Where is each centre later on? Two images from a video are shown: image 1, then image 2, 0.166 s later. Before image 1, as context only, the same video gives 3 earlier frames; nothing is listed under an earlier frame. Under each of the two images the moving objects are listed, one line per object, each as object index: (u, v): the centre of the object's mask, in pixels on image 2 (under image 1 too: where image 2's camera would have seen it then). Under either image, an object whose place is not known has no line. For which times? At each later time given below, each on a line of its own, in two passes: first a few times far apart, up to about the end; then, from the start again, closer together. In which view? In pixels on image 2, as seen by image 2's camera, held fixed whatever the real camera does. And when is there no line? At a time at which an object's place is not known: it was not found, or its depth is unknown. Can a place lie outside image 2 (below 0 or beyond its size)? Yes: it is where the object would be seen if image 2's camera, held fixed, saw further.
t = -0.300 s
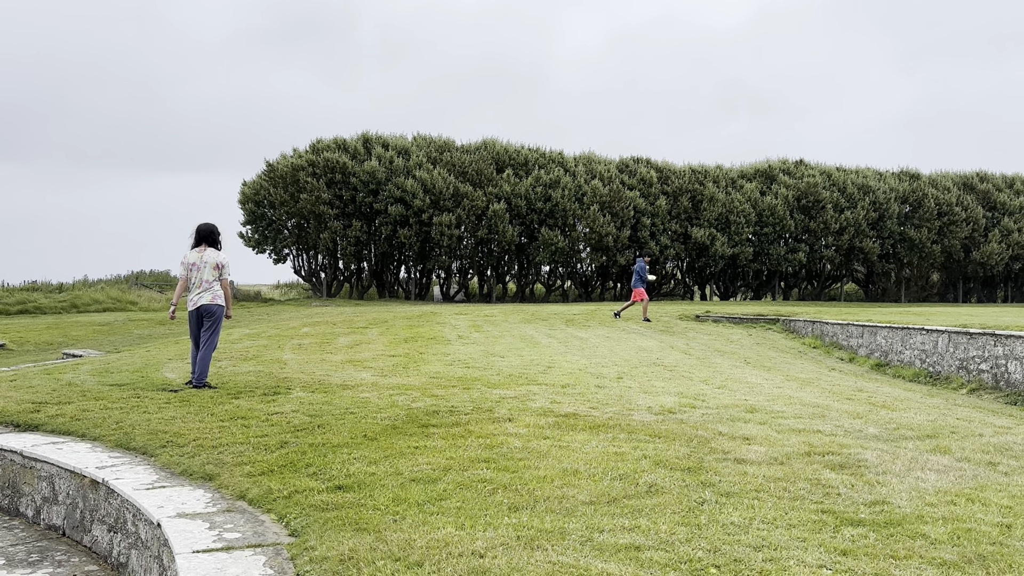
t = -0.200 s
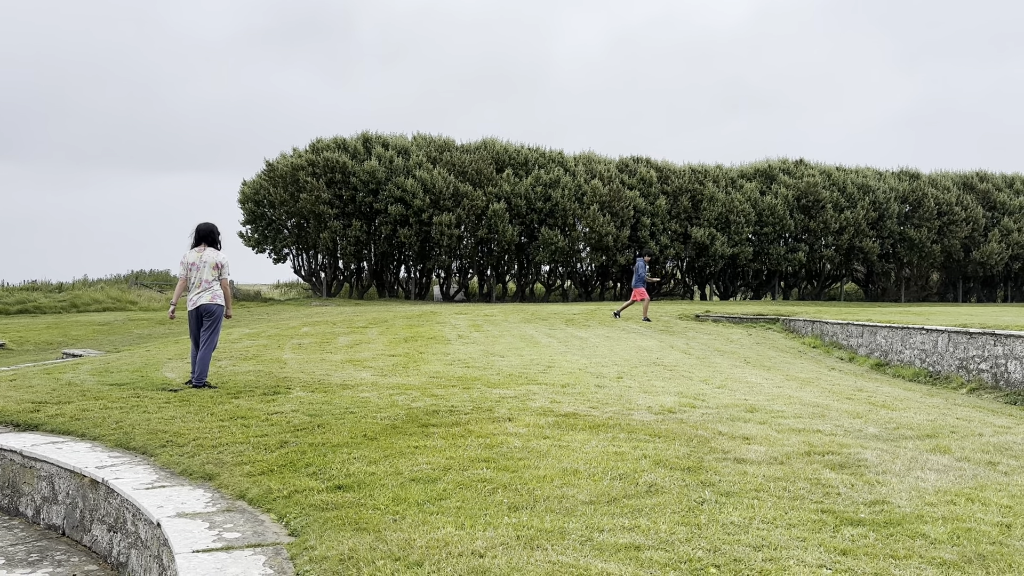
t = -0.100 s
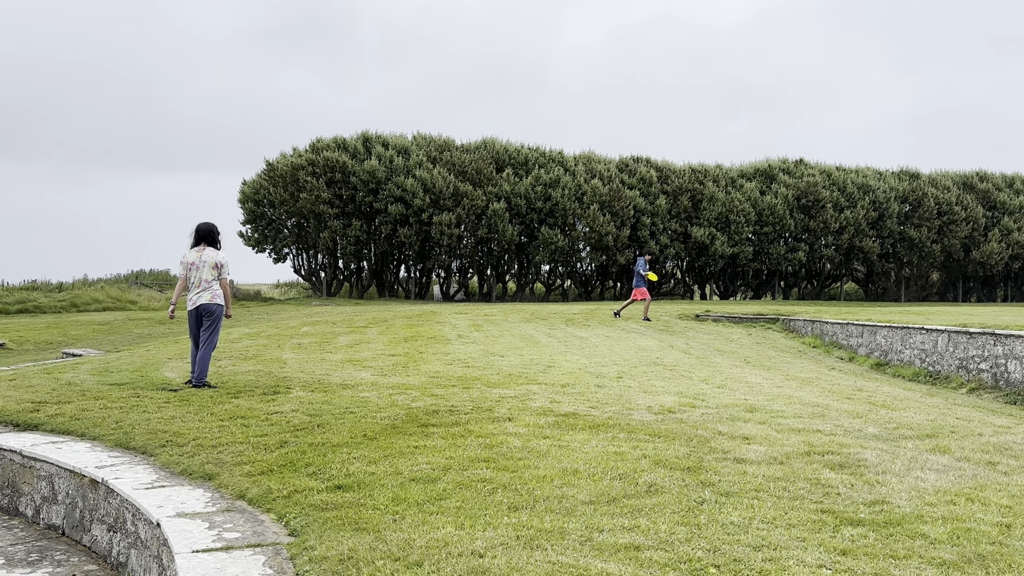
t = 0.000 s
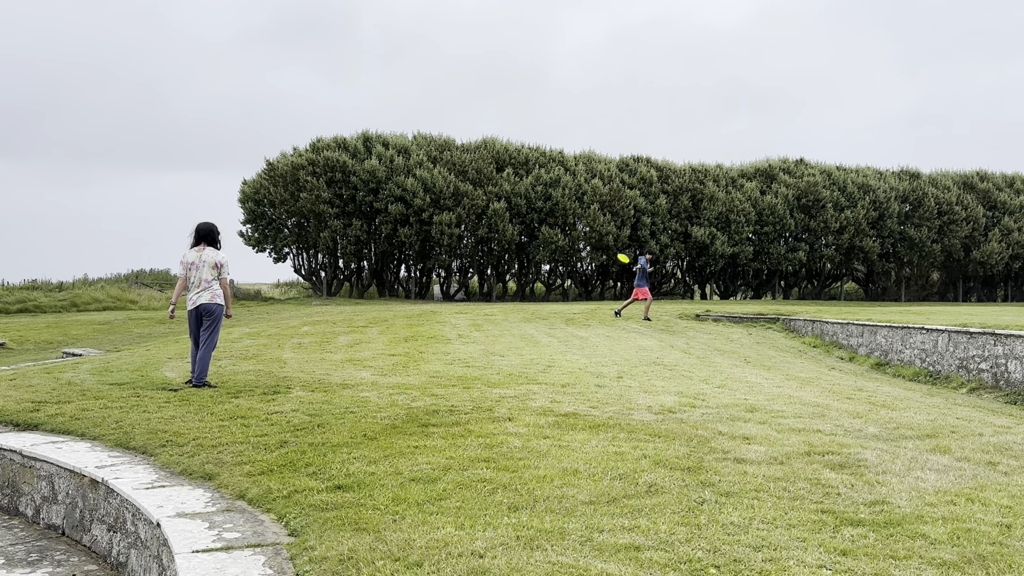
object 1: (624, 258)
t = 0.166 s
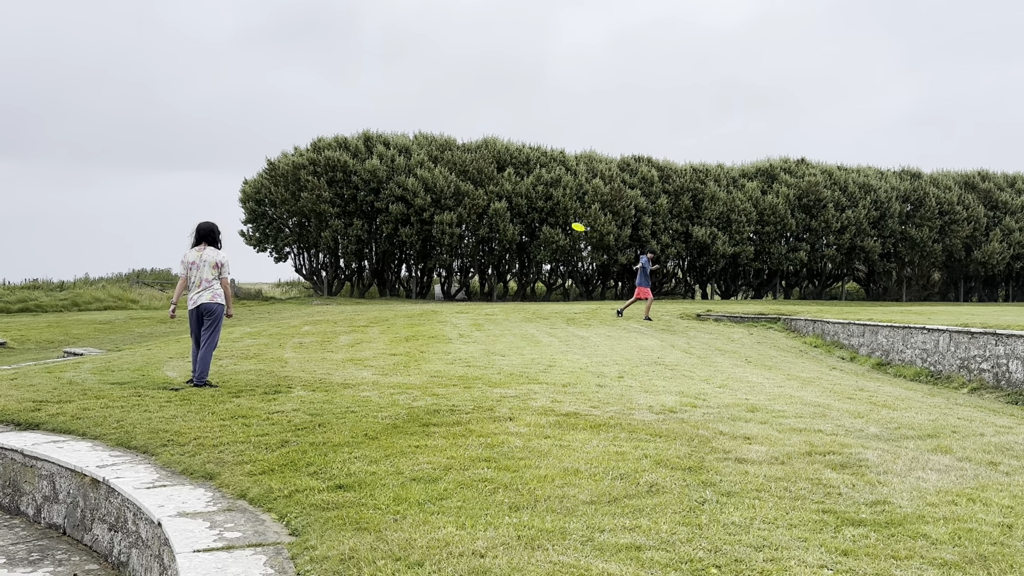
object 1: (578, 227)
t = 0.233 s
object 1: (560, 215)
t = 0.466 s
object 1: (500, 179)
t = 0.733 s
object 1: (435, 149)
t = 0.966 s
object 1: (382, 136)
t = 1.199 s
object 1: (333, 135)
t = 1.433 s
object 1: (293, 140)
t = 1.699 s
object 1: (256, 158)
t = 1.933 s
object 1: (233, 190)
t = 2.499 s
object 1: (235, 334)
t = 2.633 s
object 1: (237, 345)
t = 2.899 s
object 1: (239, 343)
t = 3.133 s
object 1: (244, 349)
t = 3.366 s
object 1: (245, 349)
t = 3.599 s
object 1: (245, 349)
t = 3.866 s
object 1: (245, 349)
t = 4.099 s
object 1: (245, 349)
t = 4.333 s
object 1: (245, 349)
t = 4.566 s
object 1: (245, 349)
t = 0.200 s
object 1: (569, 221)
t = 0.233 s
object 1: (560, 215)
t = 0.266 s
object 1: (551, 210)
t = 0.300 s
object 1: (542, 204)
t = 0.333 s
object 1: (534, 199)
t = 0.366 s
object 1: (525, 194)
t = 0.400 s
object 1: (516, 189)
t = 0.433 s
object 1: (508, 184)
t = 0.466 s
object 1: (500, 179)
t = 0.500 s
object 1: (491, 175)
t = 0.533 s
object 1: (483, 170)
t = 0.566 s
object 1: (475, 167)
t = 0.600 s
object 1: (466, 162)
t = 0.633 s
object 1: (459, 159)
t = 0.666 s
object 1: (451, 156)
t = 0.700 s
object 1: (443, 152)
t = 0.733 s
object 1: (435, 149)
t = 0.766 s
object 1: (427, 147)
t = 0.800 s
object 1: (419, 144)
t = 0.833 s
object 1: (412, 142)
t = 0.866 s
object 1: (404, 140)
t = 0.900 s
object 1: (397, 139)
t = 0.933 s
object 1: (389, 137)
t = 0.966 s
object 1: (382, 136)
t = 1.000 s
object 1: (374, 135)
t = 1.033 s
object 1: (367, 135)
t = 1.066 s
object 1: (360, 134)
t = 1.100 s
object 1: (353, 135)
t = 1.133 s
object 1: (347, 135)
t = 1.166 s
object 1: (340, 135)
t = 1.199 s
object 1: (333, 135)
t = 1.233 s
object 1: (327, 136)
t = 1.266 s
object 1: (321, 136)
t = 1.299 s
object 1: (315, 137)
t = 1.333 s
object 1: (310, 138)
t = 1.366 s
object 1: (304, 138)
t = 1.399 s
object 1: (299, 139)
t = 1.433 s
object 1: (293, 140)
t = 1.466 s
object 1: (288, 141)
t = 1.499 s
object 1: (283, 143)
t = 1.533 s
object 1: (278, 145)
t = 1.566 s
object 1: (273, 147)
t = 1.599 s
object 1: (269, 149)
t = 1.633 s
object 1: (264, 152)
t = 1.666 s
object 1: (261, 155)
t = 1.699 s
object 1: (256, 158)
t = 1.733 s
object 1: (252, 162)
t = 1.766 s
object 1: (249, 166)
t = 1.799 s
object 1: (245, 170)
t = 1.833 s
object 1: (241, 174)
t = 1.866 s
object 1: (238, 179)
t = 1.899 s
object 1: (235, 184)
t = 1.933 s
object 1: (233, 190)
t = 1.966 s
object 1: (231, 196)
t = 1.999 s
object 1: (230, 202)
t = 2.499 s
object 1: (235, 334)
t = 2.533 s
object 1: (237, 344)
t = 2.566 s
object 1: (240, 348)
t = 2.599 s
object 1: (237, 347)
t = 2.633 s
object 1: (237, 345)
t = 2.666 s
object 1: (237, 343)
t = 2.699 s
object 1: (237, 343)
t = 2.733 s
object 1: (237, 342)
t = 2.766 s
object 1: (238, 342)
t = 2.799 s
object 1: (238, 342)
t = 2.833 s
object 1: (238, 342)
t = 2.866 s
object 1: (238, 342)
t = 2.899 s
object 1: (239, 343)
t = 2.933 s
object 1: (239, 343)
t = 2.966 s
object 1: (241, 343)
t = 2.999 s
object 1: (241, 344)
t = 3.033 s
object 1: (243, 345)
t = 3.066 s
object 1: (244, 346)
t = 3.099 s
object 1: (245, 348)
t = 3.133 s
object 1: (244, 349)
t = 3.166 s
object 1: (245, 349)
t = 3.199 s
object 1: (245, 349)
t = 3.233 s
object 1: (245, 349)
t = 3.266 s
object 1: (245, 349)
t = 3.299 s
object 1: (245, 349)
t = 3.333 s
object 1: (245, 349)
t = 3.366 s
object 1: (245, 349)
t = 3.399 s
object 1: (245, 349)
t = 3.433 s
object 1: (245, 349)
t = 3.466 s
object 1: (245, 349)
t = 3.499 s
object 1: (245, 349)
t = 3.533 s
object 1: (245, 349)
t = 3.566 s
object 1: (245, 349)
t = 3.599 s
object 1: (245, 349)
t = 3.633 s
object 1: (245, 349)
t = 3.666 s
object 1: (245, 349)
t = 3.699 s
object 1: (245, 349)
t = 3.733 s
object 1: (245, 349)
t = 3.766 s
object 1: (244, 349)
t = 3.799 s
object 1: (245, 349)
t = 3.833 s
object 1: (245, 349)
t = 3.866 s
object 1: (245, 349)
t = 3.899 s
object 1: (245, 349)
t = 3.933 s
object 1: (245, 349)
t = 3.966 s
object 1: (245, 349)
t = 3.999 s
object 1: (245, 349)
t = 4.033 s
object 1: (245, 349)
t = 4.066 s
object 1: (245, 349)
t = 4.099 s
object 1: (245, 349)
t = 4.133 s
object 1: (245, 349)
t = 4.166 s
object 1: (245, 349)
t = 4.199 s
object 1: (245, 349)
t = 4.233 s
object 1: (245, 349)
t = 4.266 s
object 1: (245, 349)
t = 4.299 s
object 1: (245, 349)
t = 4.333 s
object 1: (245, 349)
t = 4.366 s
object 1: (245, 349)
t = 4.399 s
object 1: (245, 349)
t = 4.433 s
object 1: (245, 349)
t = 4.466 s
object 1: (245, 349)
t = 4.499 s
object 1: (245, 349)
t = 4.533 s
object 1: (245, 349)
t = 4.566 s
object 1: (245, 349)
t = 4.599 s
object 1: (245, 349)
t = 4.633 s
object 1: (245, 349)
